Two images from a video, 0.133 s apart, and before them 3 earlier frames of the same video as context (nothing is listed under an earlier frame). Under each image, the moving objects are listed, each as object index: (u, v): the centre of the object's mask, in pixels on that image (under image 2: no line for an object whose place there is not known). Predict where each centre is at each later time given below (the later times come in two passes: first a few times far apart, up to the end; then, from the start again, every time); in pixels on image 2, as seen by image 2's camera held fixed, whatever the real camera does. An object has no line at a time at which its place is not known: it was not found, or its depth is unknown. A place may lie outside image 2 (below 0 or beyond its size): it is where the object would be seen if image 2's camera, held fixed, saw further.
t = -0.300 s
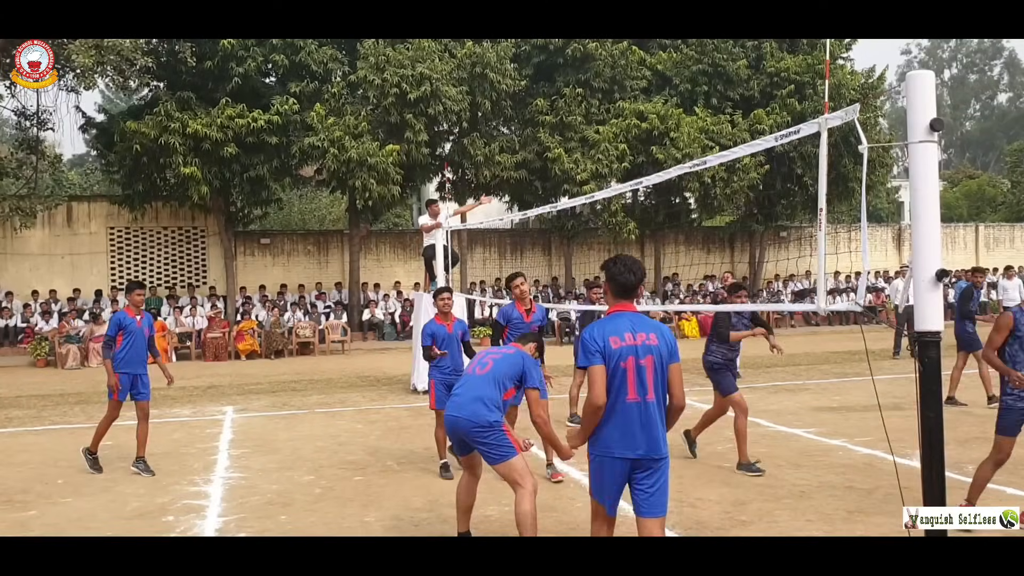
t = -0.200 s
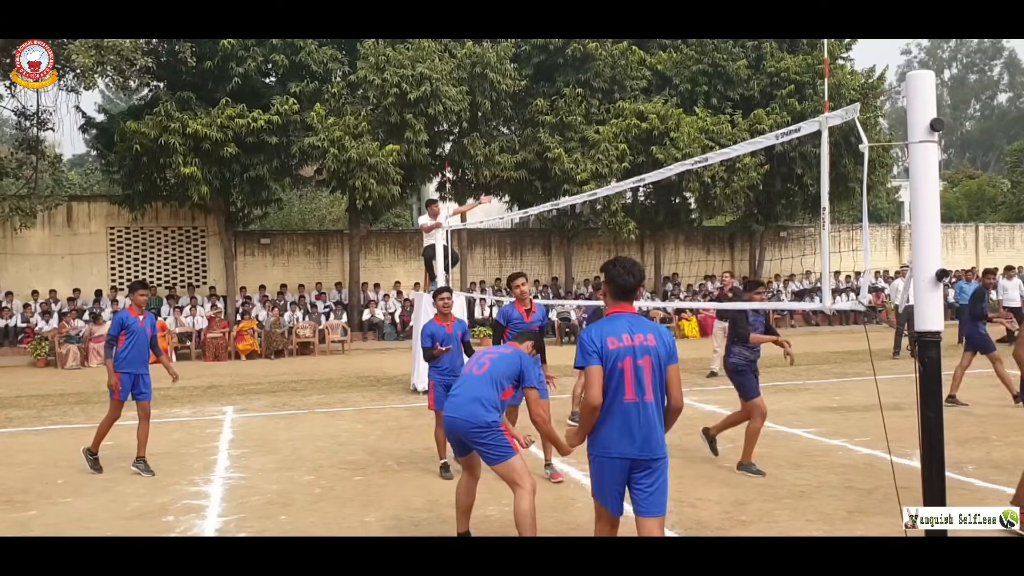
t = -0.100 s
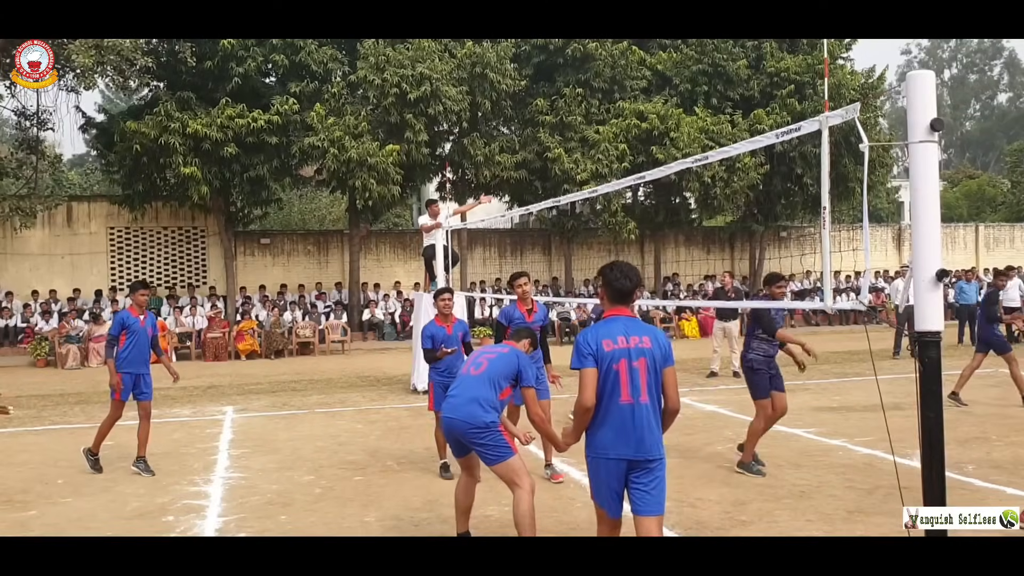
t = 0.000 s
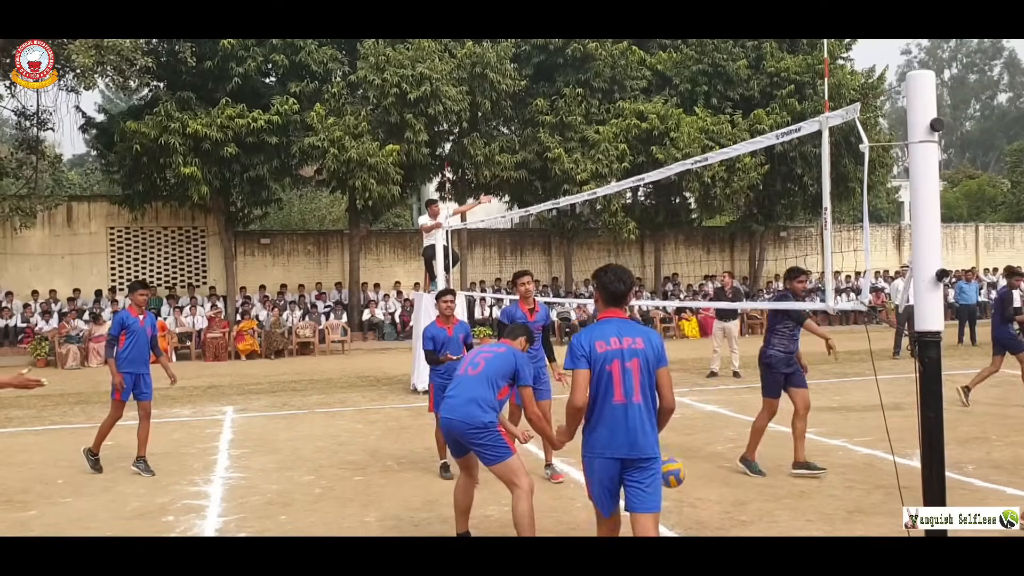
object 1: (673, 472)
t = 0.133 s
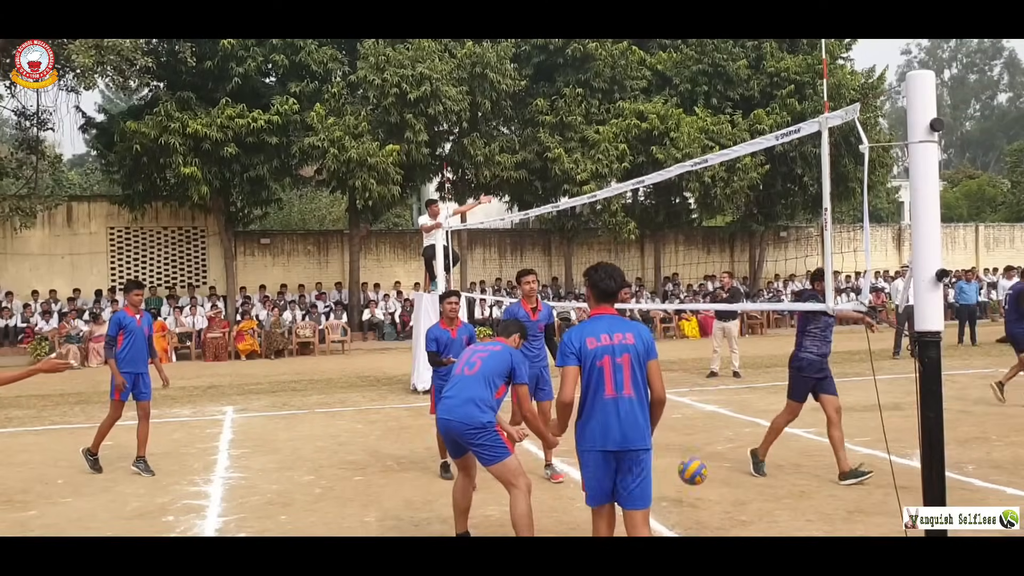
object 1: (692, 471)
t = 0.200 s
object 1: (701, 450)
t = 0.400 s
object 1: (726, 423)
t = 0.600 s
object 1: (750, 445)
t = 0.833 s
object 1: (777, 441)
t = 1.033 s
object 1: (798, 422)
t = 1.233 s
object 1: (820, 448)
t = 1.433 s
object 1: (839, 427)
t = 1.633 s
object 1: (858, 423)
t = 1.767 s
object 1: (870, 445)
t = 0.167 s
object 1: (697, 460)
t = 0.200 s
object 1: (701, 450)
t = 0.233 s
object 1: (705, 442)
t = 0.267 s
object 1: (709, 435)
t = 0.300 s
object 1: (713, 430)
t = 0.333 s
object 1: (717, 426)
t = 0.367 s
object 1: (721, 424)
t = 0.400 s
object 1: (726, 423)
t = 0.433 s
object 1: (730, 423)
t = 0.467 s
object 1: (733, 426)
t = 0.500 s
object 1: (738, 429)
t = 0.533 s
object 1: (742, 433)
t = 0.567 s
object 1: (746, 438)
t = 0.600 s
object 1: (750, 445)
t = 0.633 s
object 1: (754, 453)
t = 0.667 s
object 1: (759, 463)
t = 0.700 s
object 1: (763, 474)
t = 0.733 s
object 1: (766, 468)
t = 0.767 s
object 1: (770, 458)
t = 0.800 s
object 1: (773, 449)
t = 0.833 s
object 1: (777, 441)
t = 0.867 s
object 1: (780, 435)
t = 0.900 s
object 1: (784, 430)
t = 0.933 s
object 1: (788, 426)
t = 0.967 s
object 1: (791, 423)
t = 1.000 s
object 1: (794, 422)
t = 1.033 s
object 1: (798, 422)
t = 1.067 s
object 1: (802, 423)
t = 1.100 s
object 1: (806, 426)
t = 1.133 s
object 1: (809, 429)
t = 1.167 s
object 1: (813, 434)
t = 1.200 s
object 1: (817, 441)
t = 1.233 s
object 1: (820, 448)
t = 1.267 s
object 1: (824, 458)
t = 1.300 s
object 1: (827, 454)
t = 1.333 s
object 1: (830, 445)
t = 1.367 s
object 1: (833, 438)
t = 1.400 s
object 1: (836, 431)
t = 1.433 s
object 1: (839, 427)
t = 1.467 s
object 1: (842, 423)
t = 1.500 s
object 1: (845, 421)
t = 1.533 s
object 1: (848, 420)
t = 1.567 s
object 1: (852, 419)
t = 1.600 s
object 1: (855, 420)
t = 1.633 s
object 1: (858, 423)
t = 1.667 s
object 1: (861, 426)
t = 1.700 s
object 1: (863, 431)
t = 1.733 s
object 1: (867, 437)
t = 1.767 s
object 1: (870, 445)
